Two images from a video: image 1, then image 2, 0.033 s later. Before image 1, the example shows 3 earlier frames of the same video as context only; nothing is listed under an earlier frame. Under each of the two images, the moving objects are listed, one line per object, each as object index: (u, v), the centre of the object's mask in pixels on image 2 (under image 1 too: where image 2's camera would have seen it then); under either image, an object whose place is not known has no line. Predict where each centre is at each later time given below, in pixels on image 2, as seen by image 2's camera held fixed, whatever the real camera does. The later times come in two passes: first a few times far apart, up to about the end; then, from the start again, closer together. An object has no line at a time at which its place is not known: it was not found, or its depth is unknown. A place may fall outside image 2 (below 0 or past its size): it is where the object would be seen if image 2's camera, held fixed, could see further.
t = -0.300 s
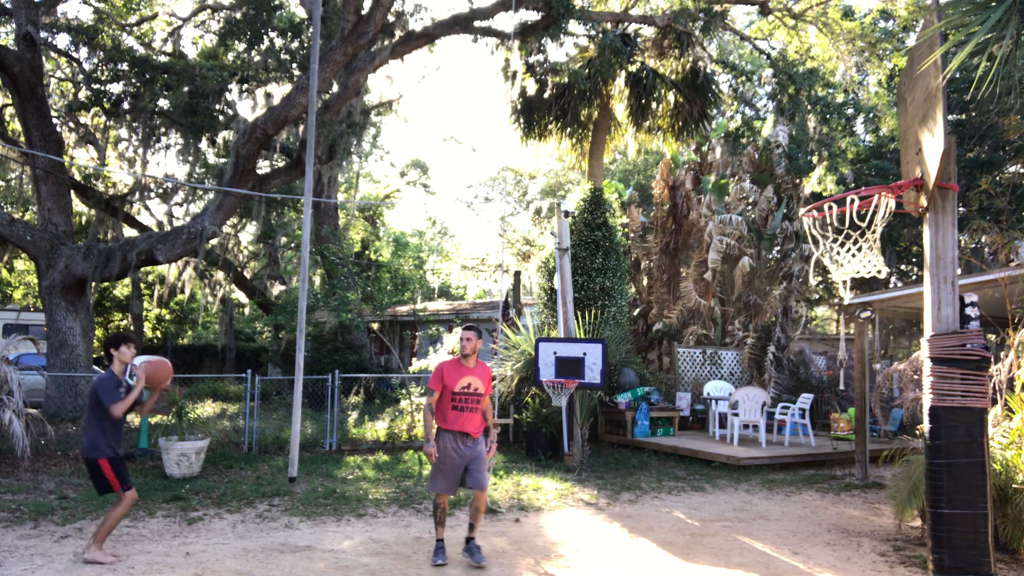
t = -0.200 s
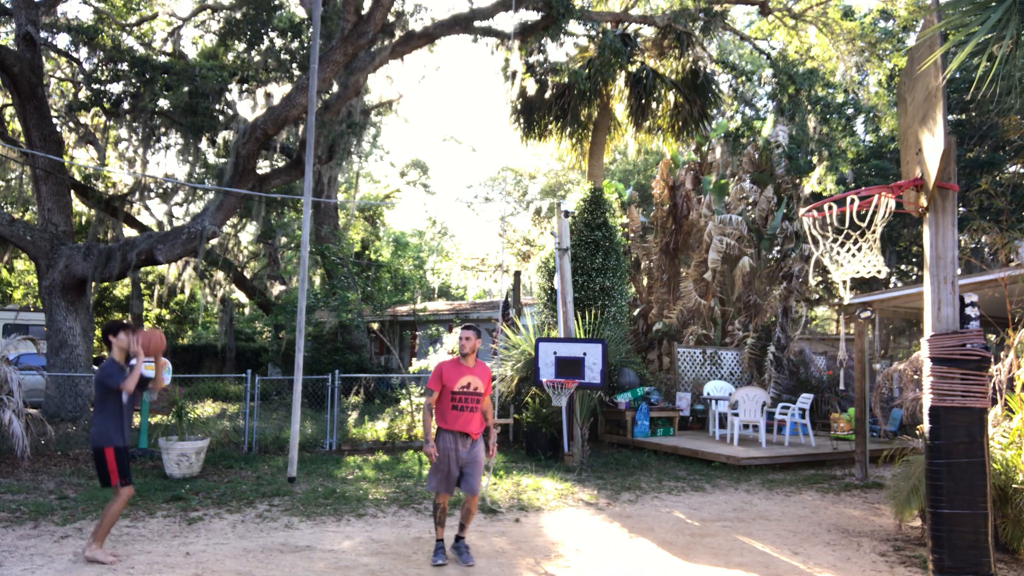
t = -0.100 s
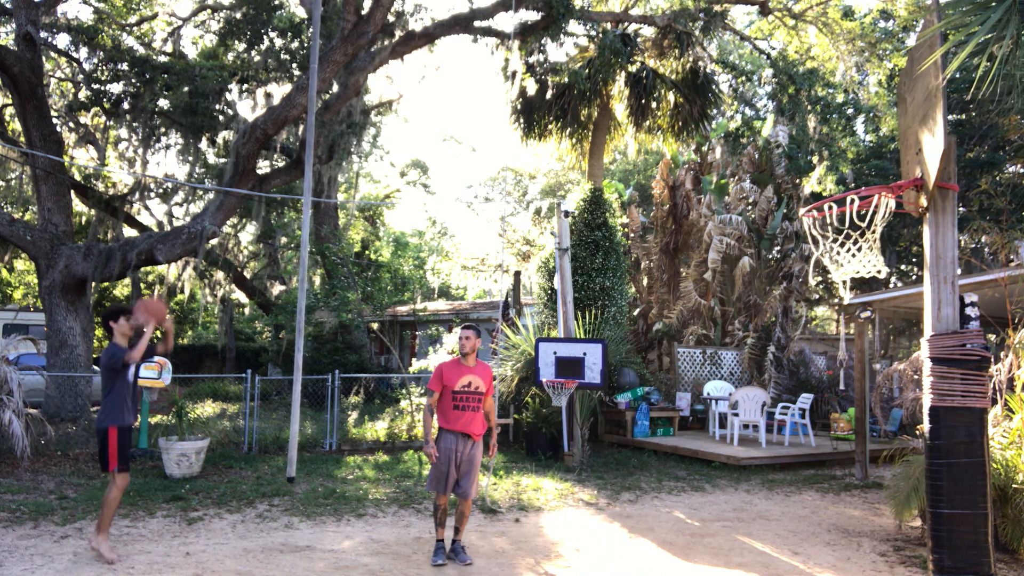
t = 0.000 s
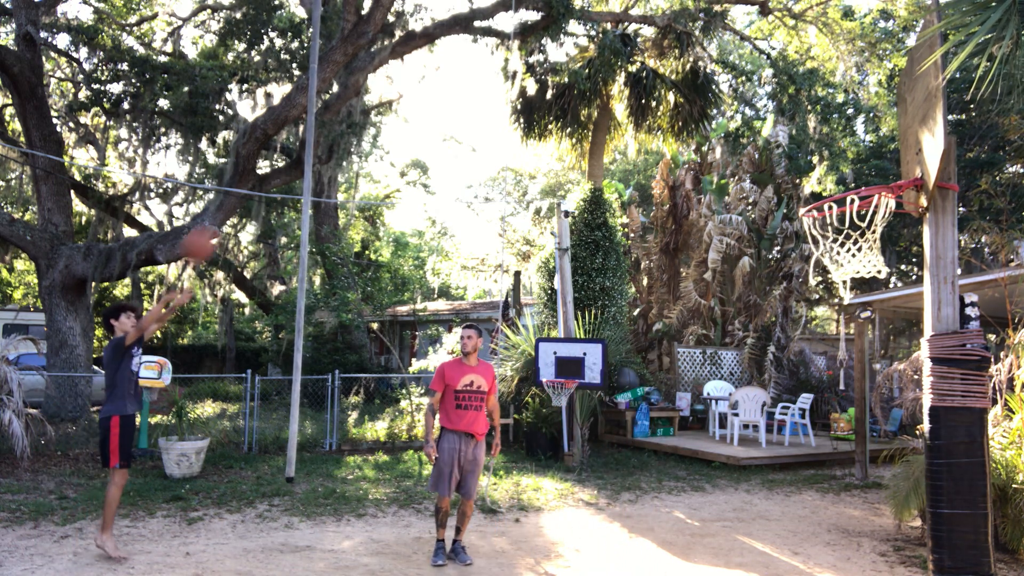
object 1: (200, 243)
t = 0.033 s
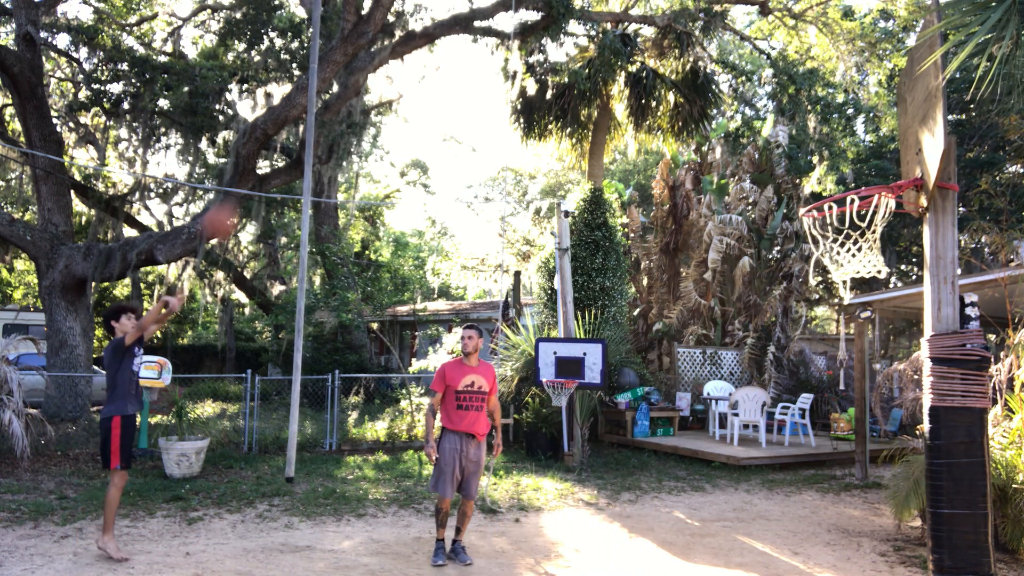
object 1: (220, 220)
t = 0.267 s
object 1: (362, 109)
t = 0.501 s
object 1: (521, 64)
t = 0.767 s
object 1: (715, 113)
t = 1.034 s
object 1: (900, 235)
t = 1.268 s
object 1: (876, 260)
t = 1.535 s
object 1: (835, 381)
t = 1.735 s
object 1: (808, 550)
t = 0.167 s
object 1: (303, 148)
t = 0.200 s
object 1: (326, 133)
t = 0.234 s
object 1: (345, 118)
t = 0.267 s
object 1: (362, 109)
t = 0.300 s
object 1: (386, 99)
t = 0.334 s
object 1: (408, 89)
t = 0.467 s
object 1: (500, 66)
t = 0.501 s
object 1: (521, 64)
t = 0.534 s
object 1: (543, 65)
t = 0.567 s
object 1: (569, 68)
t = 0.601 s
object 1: (592, 70)
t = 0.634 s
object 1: (617, 74)
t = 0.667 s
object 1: (643, 83)
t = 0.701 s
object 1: (667, 91)
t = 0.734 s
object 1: (693, 101)
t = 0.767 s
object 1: (715, 113)
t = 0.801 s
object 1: (741, 128)
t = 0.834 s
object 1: (771, 146)
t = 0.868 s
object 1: (794, 161)
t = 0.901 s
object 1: (825, 184)
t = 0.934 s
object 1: (853, 208)
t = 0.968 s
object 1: (887, 229)
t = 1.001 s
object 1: (895, 235)
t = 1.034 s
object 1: (900, 235)
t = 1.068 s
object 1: (897, 238)
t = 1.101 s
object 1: (894, 237)
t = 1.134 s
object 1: (890, 238)
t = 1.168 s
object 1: (886, 241)
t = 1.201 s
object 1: (882, 245)
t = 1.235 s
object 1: (879, 252)
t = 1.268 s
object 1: (876, 260)
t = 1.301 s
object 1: (871, 270)
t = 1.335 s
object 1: (864, 280)
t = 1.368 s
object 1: (858, 292)
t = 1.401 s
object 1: (853, 303)
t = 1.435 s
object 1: (848, 321)
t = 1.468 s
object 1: (844, 338)
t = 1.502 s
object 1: (840, 359)
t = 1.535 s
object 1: (835, 381)
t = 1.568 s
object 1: (831, 405)
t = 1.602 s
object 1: (826, 432)
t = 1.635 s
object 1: (821, 460)
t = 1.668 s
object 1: (818, 488)
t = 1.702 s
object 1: (813, 519)
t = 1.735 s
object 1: (808, 550)
